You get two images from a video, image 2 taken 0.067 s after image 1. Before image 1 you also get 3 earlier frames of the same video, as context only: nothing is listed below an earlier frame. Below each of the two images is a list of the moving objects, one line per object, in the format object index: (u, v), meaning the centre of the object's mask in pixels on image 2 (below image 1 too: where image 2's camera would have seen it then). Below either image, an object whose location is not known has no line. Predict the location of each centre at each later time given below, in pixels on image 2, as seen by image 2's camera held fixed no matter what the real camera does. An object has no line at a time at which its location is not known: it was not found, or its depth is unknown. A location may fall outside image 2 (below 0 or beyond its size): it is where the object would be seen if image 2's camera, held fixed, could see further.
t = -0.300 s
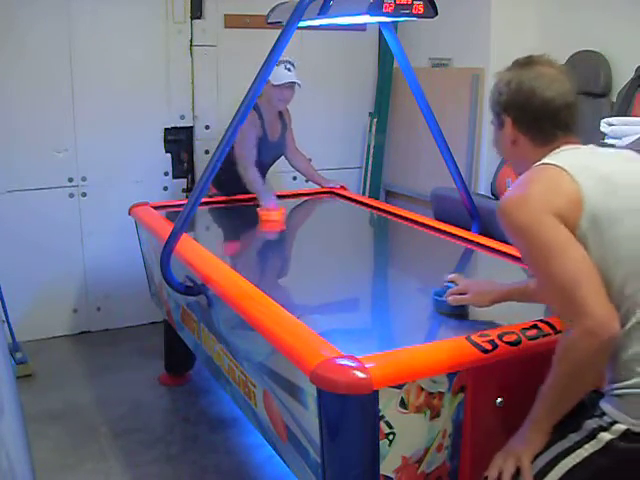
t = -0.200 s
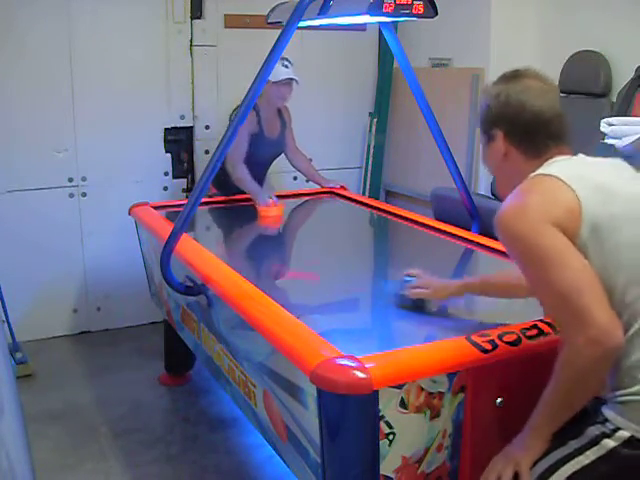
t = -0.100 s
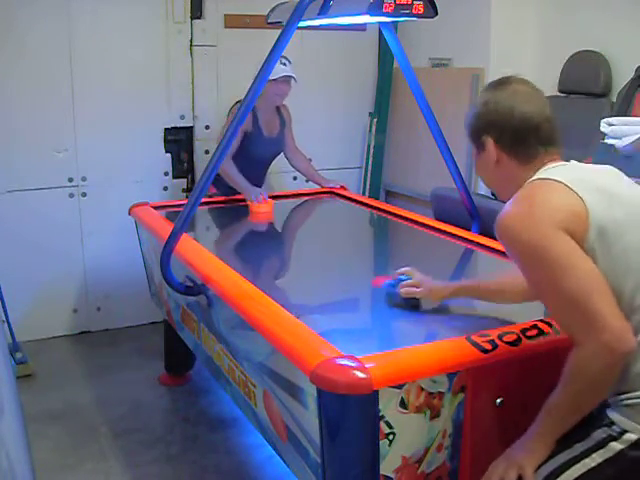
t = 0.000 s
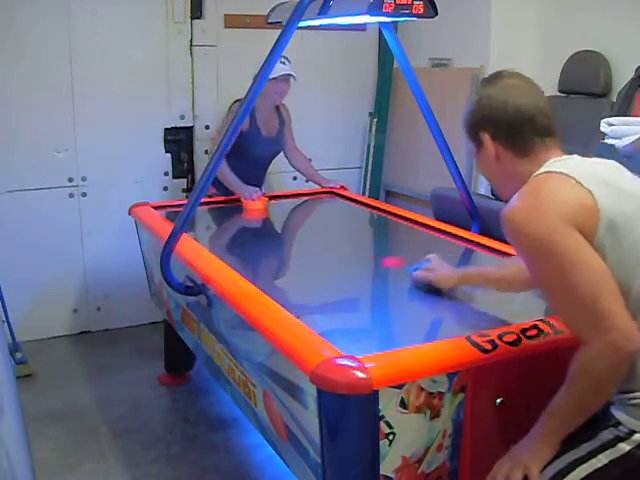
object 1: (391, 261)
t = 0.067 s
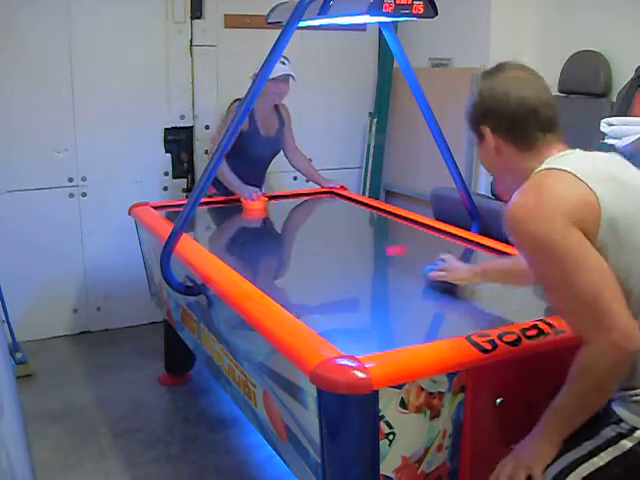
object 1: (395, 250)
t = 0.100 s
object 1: (398, 245)
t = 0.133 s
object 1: (400, 240)
